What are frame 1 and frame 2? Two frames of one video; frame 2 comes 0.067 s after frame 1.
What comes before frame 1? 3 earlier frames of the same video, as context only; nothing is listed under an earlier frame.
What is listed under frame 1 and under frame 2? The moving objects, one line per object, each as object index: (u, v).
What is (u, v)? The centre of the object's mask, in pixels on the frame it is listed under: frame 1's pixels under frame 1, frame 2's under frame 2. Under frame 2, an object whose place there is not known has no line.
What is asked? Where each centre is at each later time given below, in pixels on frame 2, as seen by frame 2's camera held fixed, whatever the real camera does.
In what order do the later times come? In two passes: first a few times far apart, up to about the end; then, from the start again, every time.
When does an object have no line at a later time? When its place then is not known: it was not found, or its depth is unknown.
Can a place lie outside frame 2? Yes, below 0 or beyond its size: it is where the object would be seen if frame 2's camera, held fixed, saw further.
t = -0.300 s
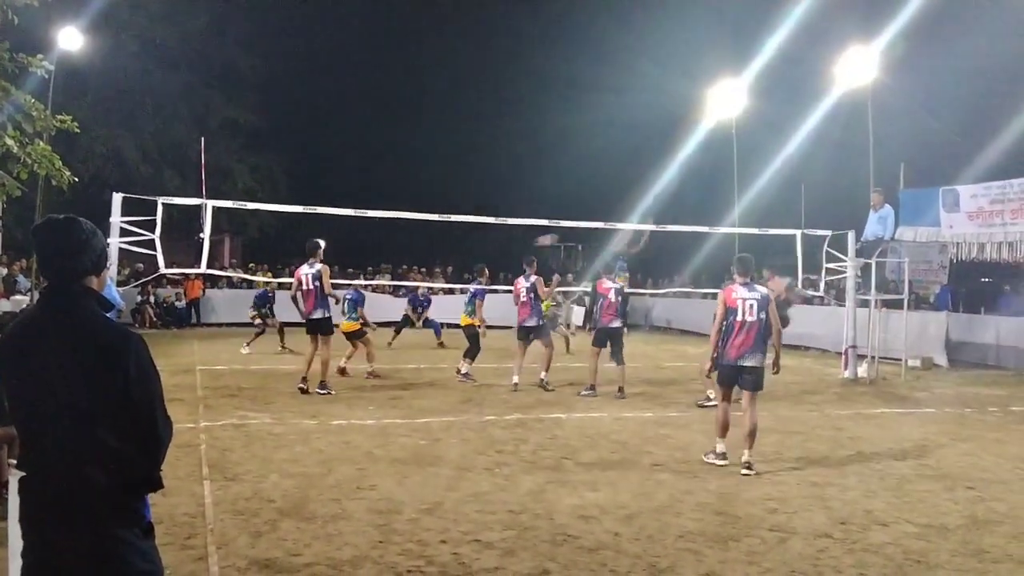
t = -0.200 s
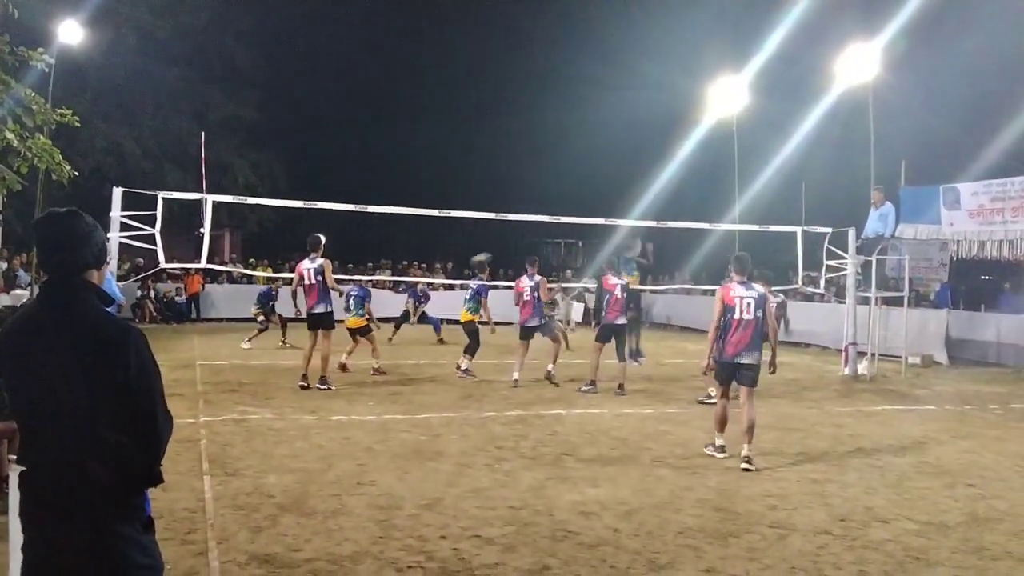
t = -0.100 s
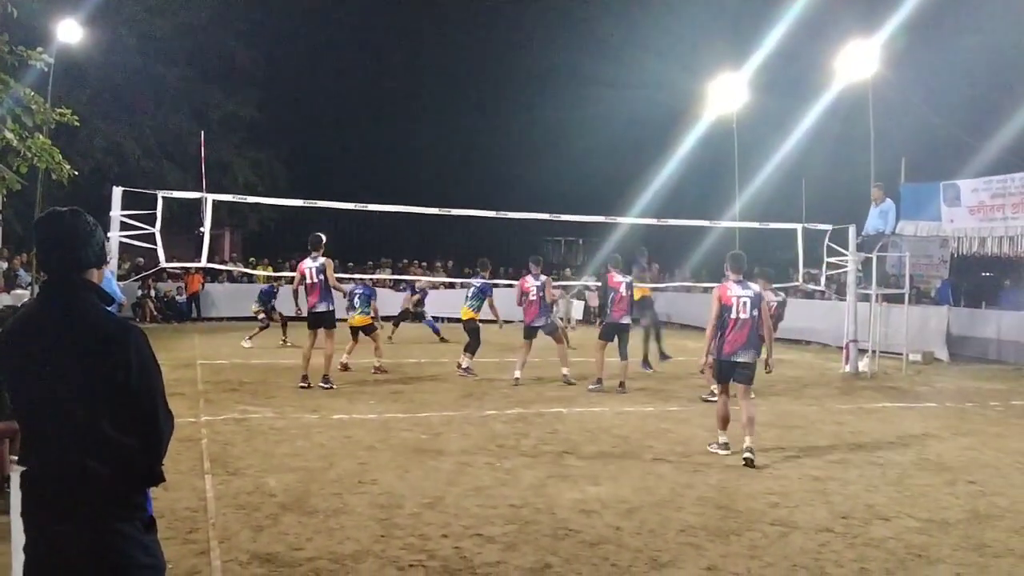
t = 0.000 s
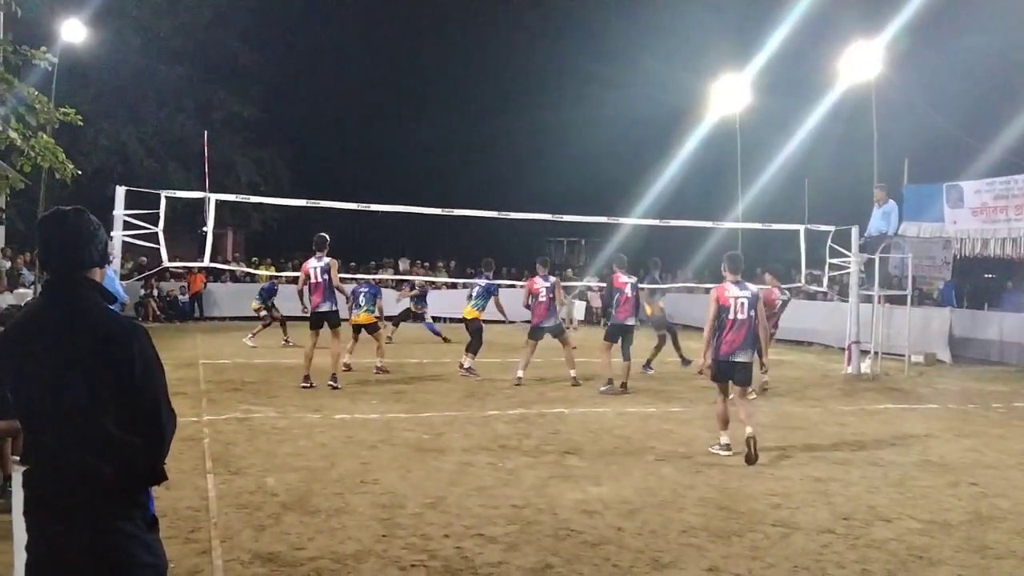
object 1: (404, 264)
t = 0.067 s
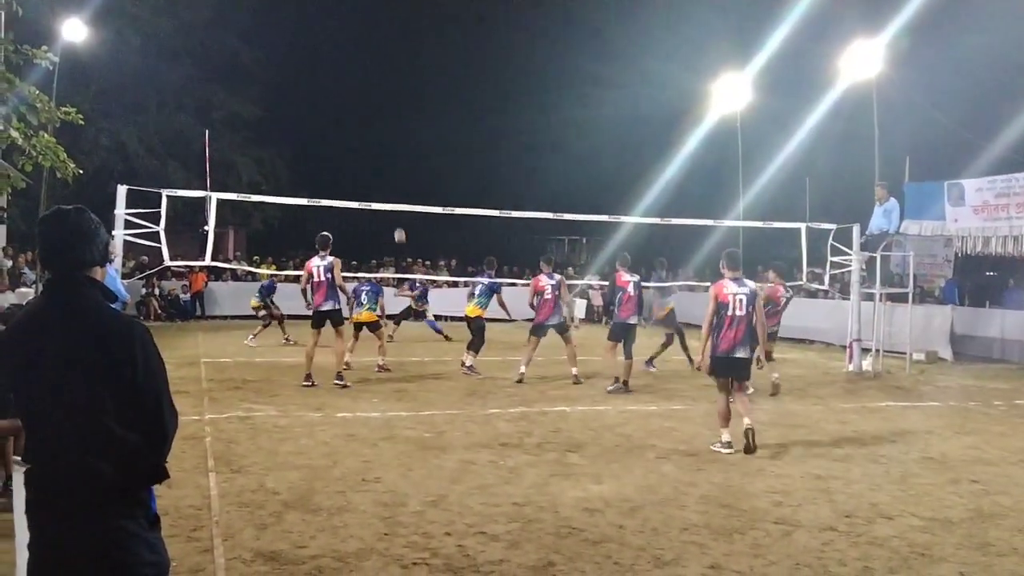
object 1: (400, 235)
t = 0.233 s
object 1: (385, 171)
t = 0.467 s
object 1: (362, 102)
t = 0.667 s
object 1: (341, 65)
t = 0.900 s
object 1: (314, 46)
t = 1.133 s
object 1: (287, 57)
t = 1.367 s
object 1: (259, 97)
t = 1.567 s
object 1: (235, 155)
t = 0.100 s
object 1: (396, 222)
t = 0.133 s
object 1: (394, 212)
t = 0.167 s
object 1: (391, 195)
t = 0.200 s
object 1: (388, 183)
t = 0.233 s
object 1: (385, 171)
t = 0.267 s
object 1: (382, 160)
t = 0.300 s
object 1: (379, 149)
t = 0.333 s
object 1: (375, 139)
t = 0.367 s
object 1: (372, 128)
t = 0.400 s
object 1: (369, 119)
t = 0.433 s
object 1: (365, 111)
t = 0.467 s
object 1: (362, 102)
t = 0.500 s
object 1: (358, 95)
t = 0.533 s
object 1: (354, 87)
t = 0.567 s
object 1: (351, 81)
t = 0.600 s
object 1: (348, 75)
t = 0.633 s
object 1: (344, 69)
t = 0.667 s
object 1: (341, 65)
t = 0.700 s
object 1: (337, 60)
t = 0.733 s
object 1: (333, 56)
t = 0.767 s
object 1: (330, 53)
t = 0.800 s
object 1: (326, 50)
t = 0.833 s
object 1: (322, 48)
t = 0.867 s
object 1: (318, 47)
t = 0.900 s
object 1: (314, 46)
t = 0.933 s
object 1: (310, 46)
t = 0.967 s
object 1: (307, 46)
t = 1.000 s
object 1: (303, 47)
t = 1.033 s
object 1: (299, 48)
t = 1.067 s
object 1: (295, 50)
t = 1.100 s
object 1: (291, 53)
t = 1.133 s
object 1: (287, 57)
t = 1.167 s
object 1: (283, 60)
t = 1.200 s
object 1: (279, 65)
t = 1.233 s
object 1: (275, 70)
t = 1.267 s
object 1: (271, 76)
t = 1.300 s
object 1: (267, 82)
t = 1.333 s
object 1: (263, 89)
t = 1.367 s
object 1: (259, 97)
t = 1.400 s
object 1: (255, 105)
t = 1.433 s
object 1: (251, 113)
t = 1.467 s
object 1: (247, 123)
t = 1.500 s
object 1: (243, 133)
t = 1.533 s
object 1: (239, 143)
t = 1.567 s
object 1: (235, 155)
